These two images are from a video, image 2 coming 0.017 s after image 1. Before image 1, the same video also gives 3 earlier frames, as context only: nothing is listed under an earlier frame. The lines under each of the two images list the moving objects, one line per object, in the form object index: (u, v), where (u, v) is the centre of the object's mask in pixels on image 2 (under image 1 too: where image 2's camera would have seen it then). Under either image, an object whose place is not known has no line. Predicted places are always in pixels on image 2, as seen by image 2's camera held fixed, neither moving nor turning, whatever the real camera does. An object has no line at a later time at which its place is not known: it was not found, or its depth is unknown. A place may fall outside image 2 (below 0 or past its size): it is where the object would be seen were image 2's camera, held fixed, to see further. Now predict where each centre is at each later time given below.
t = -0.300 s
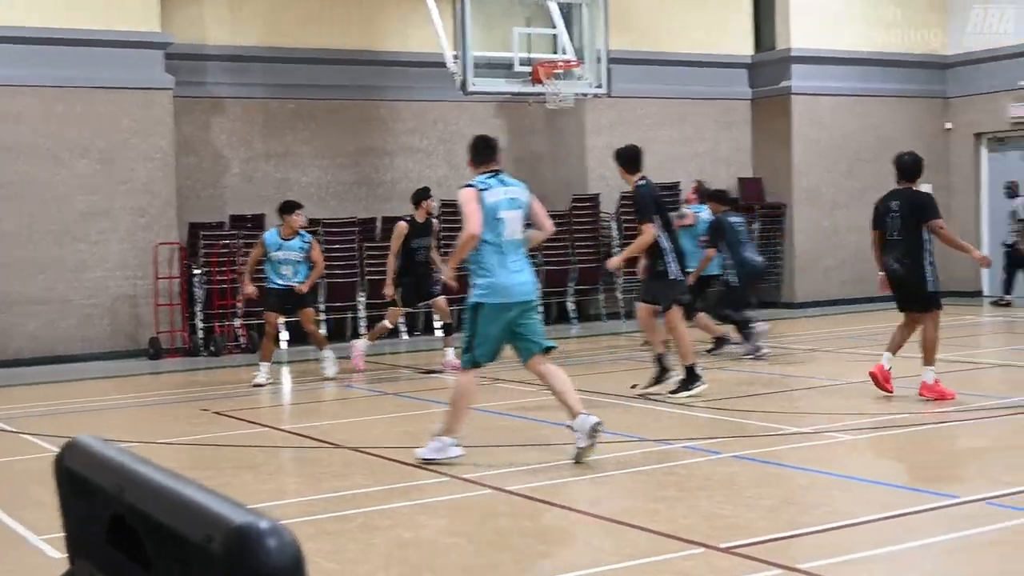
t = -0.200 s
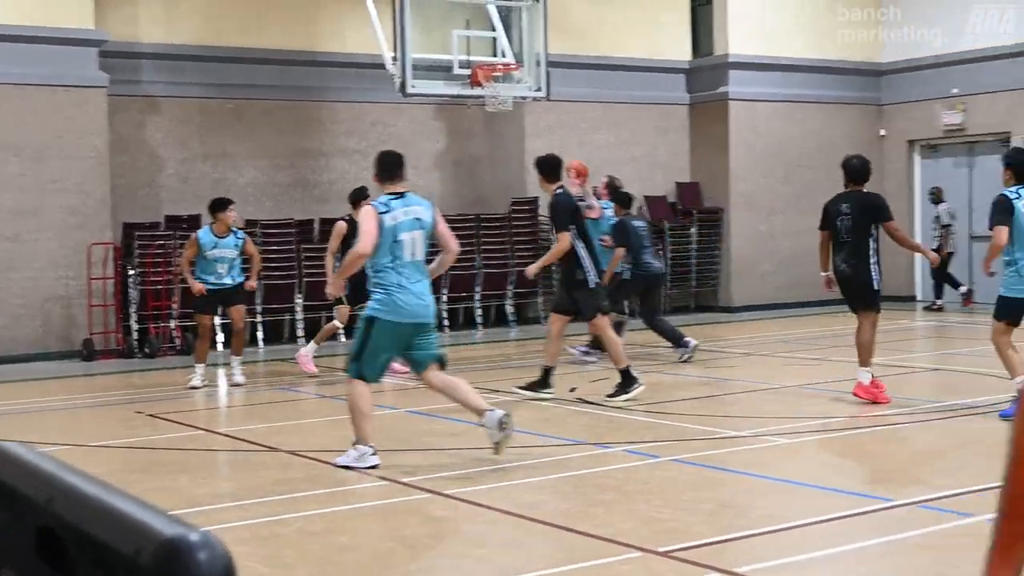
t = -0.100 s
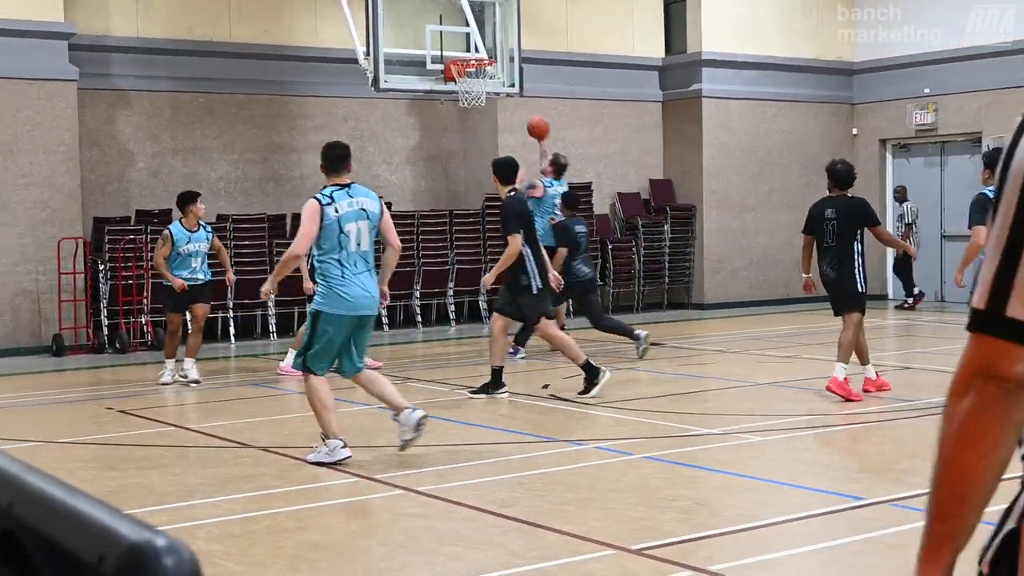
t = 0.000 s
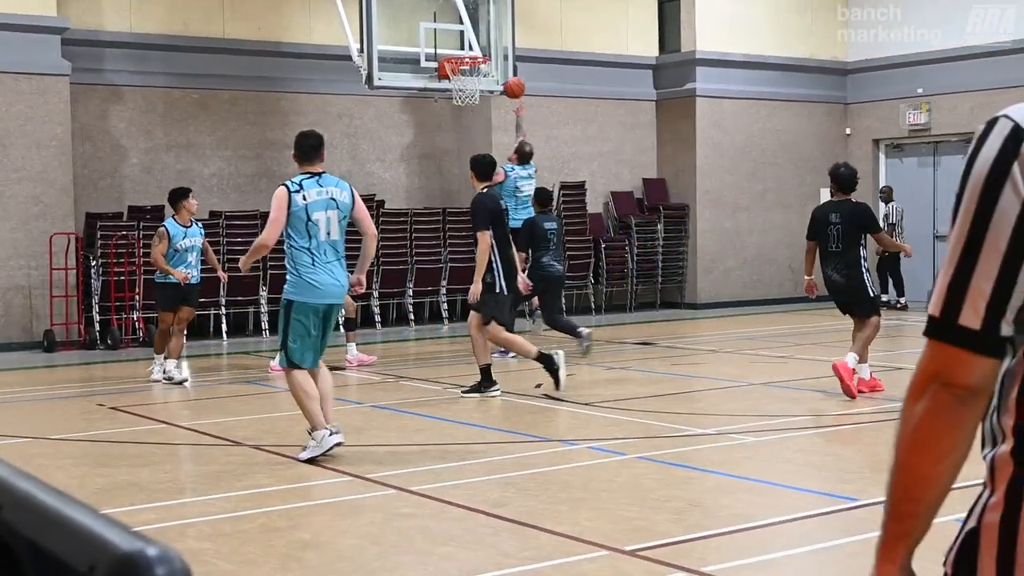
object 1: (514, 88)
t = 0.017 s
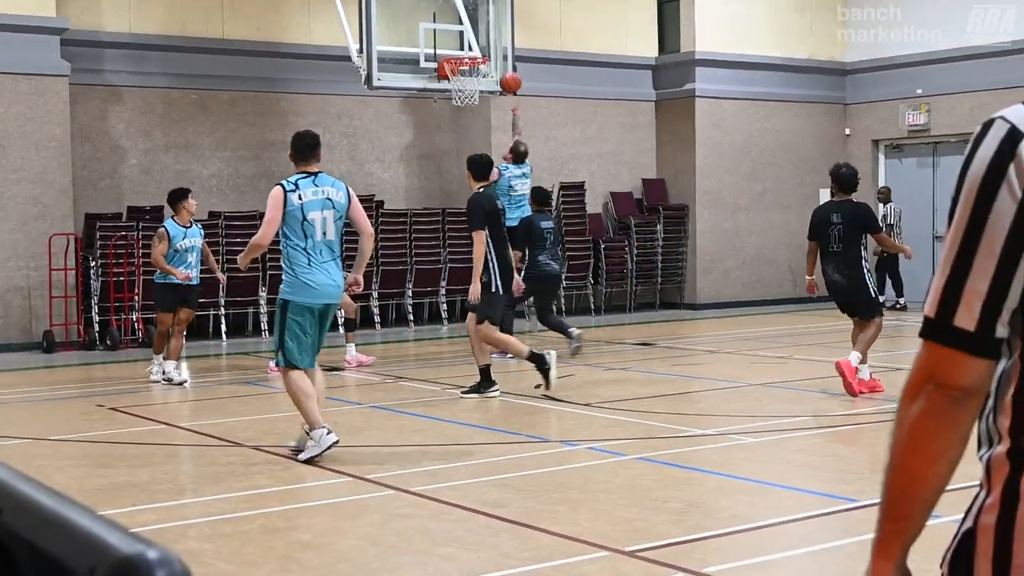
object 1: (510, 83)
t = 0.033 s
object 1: (507, 77)
